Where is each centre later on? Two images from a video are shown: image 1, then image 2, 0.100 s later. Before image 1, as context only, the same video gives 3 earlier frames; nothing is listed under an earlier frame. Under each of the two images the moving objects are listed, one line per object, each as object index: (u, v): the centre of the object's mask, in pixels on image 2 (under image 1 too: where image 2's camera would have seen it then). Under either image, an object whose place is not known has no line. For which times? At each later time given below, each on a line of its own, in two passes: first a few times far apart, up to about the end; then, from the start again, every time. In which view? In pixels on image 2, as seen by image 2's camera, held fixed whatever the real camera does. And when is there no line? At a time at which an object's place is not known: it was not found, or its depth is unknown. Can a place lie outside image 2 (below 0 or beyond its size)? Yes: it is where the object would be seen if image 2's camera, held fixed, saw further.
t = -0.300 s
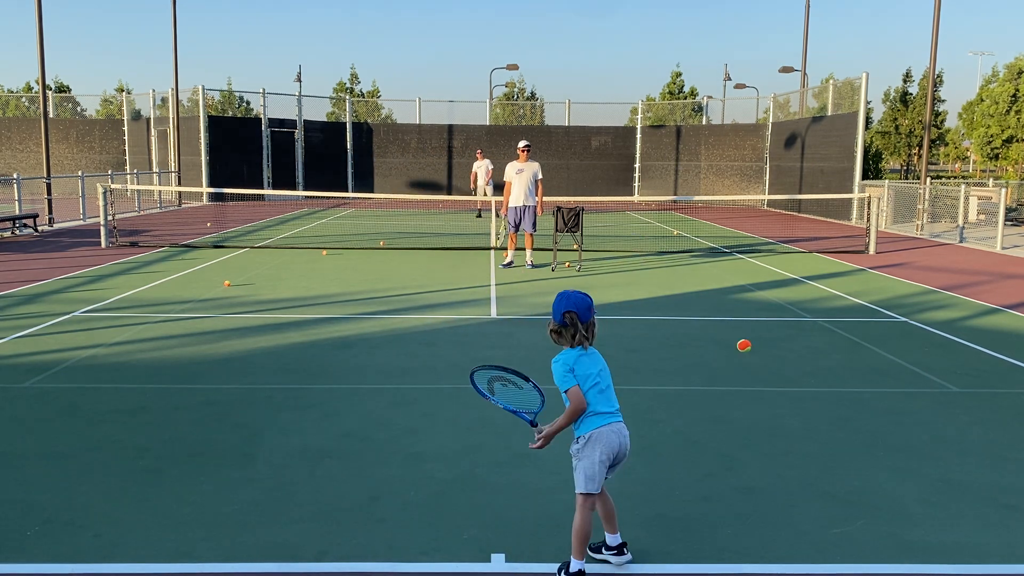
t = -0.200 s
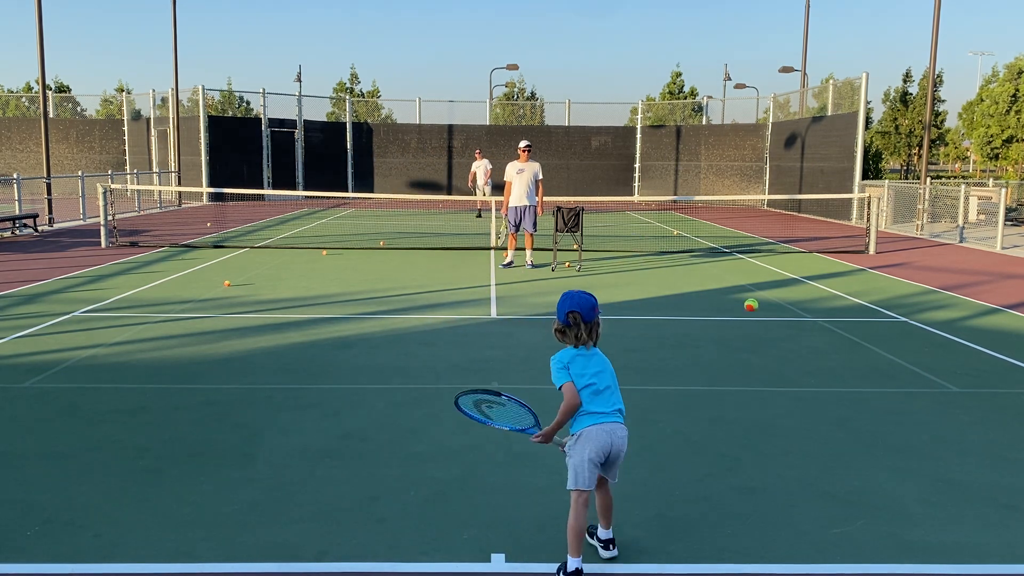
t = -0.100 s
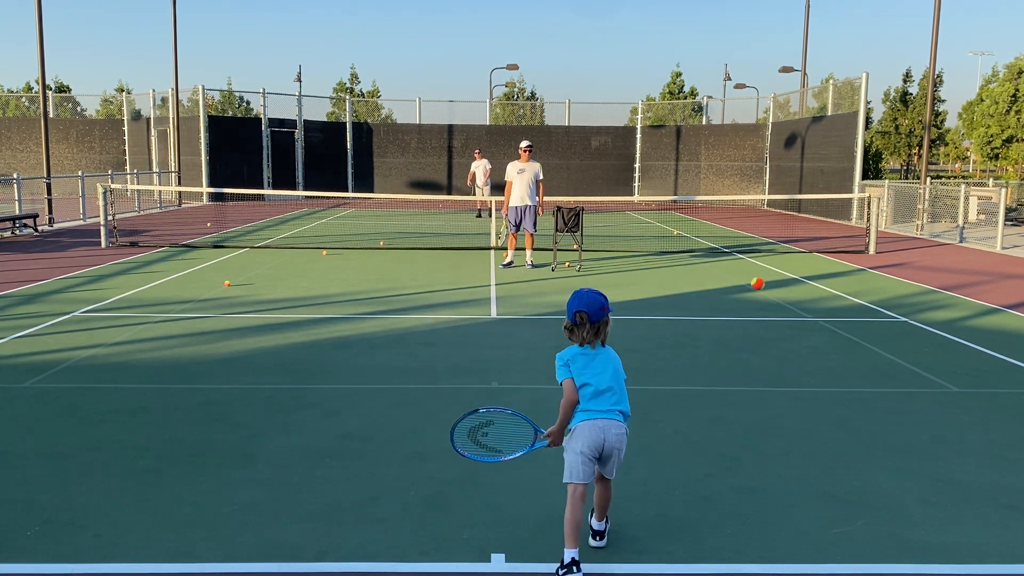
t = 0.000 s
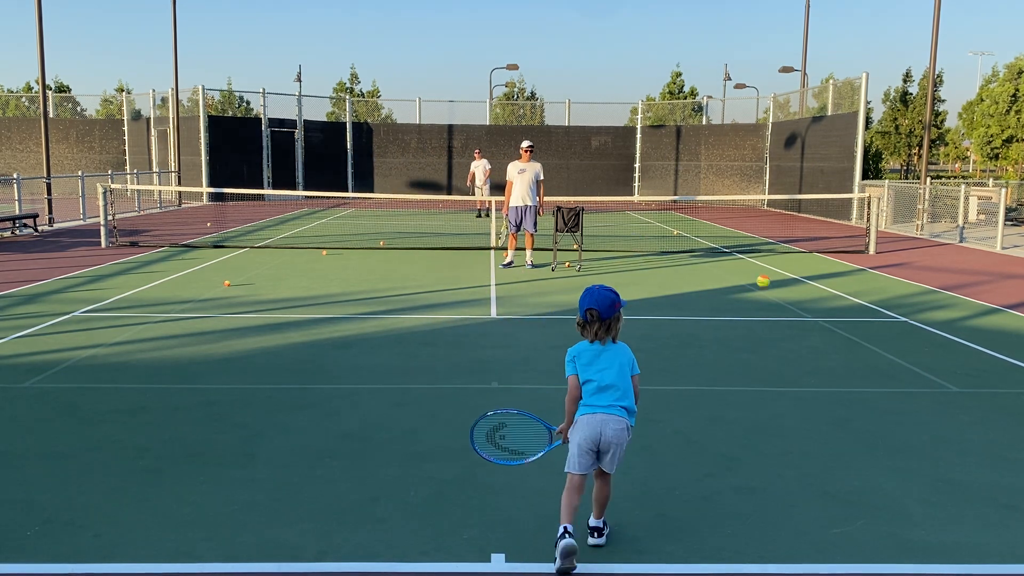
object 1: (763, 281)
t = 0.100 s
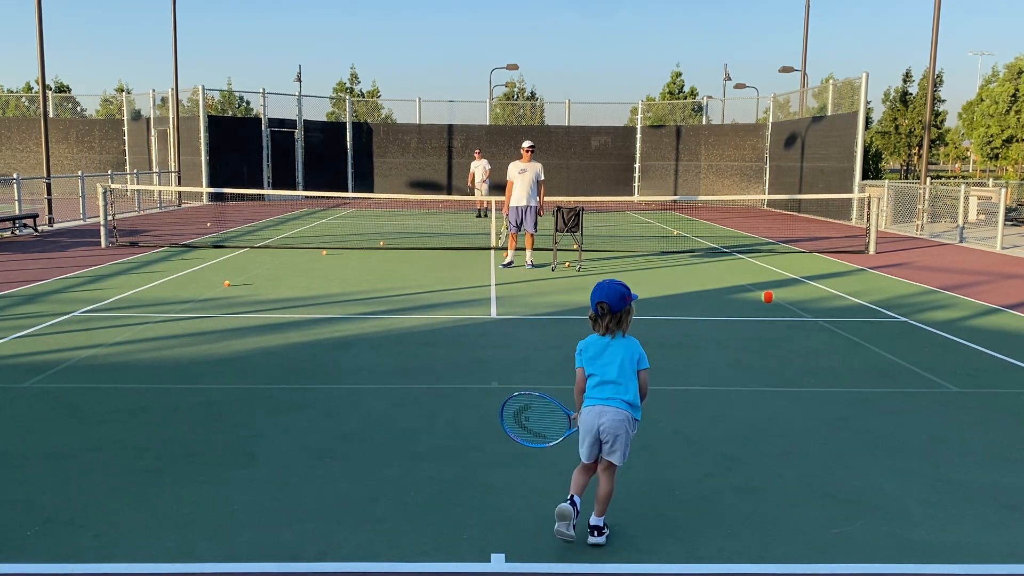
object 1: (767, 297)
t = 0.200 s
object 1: (772, 329)
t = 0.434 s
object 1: (780, 408)
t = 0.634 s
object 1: (794, 341)
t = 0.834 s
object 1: (804, 343)
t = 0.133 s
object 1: (769, 306)
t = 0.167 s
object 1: (770, 317)
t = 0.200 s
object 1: (772, 329)
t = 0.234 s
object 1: (772, 344)
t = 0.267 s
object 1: (773, 360)
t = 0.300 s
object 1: (774, 378)
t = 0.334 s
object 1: (775, 398)
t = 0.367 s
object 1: (776, 418)
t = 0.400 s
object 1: (777, 425)
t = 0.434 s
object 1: (780, 408)
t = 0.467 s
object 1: (782, 392)
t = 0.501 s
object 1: (785, 378)
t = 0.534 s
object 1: (787, 366)
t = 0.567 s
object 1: (789, 356)
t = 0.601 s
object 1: (792, 348)
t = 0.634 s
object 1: (794, 341)
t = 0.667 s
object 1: (796, 337)
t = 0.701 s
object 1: (797, 334)
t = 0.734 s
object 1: (799, 333)
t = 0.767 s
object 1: (801, 334)
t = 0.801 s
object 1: (802, 338)
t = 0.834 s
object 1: (804, 343)
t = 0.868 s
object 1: (805, 349)
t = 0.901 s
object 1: (806, 357)
